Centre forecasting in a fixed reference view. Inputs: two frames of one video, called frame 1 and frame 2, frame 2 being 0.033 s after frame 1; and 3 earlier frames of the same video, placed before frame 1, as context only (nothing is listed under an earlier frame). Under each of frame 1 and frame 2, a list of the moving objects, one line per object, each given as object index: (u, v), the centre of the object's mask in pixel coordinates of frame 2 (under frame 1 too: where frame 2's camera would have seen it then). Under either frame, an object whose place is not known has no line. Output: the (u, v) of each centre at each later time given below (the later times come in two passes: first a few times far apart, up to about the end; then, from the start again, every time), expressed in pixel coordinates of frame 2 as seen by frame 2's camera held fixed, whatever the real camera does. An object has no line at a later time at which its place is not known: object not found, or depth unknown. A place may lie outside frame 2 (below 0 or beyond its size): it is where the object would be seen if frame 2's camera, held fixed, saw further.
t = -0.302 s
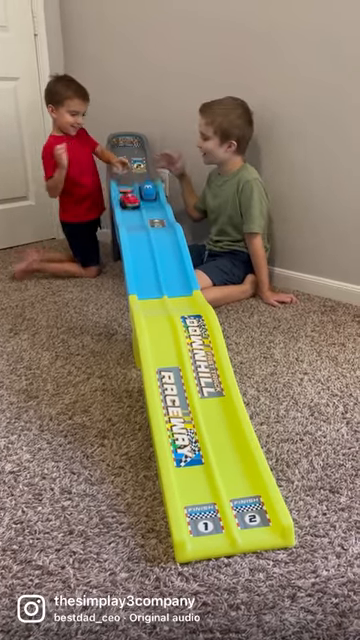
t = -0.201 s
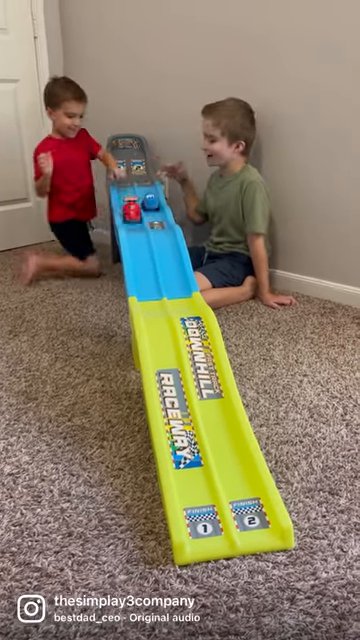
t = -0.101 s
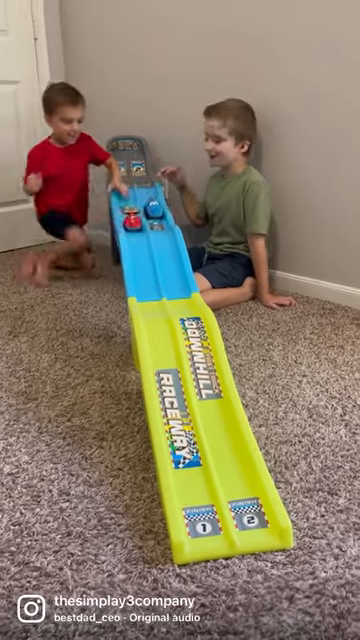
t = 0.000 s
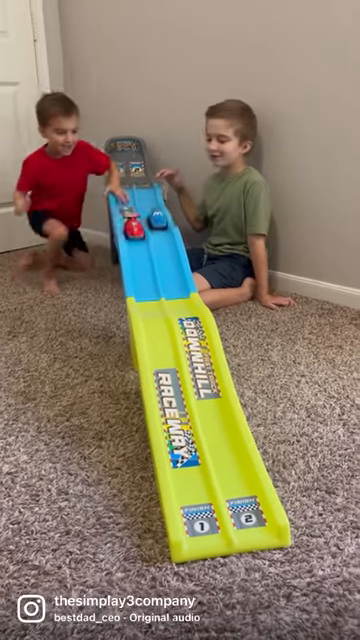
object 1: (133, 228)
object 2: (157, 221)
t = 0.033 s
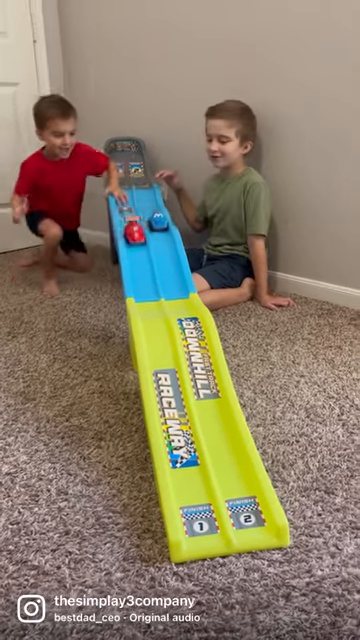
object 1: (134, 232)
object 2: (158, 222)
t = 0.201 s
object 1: (142, 264)
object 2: (160, 234)
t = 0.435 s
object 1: (154, 312)
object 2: (173, 284)
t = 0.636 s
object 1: (170, 402)
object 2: (193, 321)
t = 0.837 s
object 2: (218, 417)
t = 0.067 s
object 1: (135, 237)
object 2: (159, 223)
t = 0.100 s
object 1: (137, 242)
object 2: (159, 224)
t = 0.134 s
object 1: (138, 249)
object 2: (160, 226)
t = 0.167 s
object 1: (140, 256)
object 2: (159, 230)
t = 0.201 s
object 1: (142, 264)
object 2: (160, 234)
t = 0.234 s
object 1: (143, 274)
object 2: (161, 239)
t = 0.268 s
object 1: (145, 283)
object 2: (162, 244)
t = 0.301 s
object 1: (147, 290)
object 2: (164, 249)
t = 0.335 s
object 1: (149, 297)
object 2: (165, 257)
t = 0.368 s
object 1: (151, 303)
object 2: (167, 266)
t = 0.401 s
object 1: (152, 306)
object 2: (169, 275)
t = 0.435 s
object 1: (154, 312)
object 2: (173, 284)
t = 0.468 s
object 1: (156, 319)
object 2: (177, 290)
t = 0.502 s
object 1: (158, 333)
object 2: (179, 296)
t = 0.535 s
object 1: (161, 349)
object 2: (183, 301)
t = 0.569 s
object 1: (164, 367)
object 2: (186, 305)
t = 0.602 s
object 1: (167, 385)
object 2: (189, 312)
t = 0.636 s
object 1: (170, 402)
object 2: (193, 321)
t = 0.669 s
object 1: (174, 421)
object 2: (195, 333)
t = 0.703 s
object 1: (179, 442)
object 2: (200, 347)
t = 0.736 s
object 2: (204, 363)
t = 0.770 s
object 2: (208, 381)
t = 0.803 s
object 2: (213, 399)
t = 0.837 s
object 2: (218, 417)
